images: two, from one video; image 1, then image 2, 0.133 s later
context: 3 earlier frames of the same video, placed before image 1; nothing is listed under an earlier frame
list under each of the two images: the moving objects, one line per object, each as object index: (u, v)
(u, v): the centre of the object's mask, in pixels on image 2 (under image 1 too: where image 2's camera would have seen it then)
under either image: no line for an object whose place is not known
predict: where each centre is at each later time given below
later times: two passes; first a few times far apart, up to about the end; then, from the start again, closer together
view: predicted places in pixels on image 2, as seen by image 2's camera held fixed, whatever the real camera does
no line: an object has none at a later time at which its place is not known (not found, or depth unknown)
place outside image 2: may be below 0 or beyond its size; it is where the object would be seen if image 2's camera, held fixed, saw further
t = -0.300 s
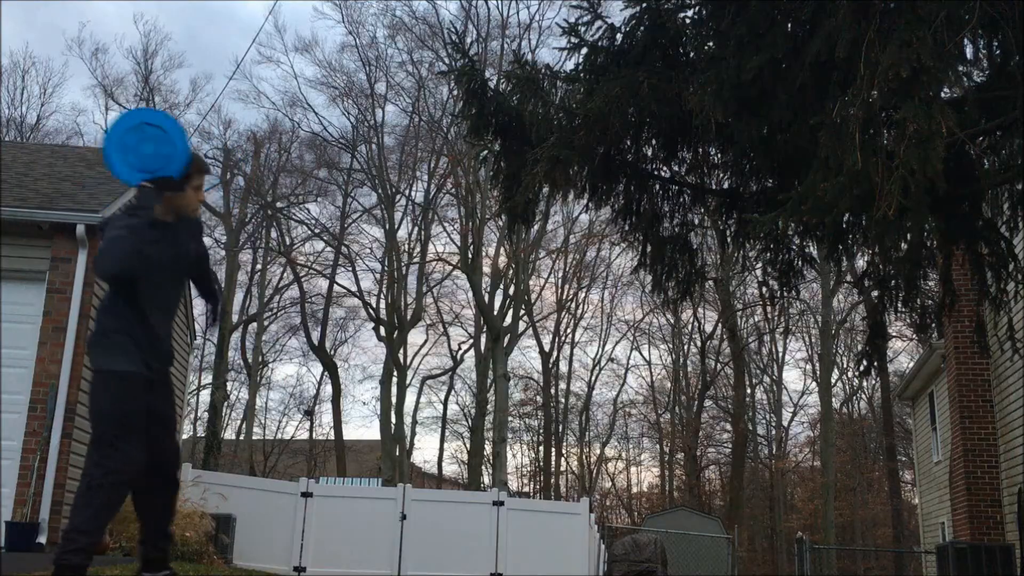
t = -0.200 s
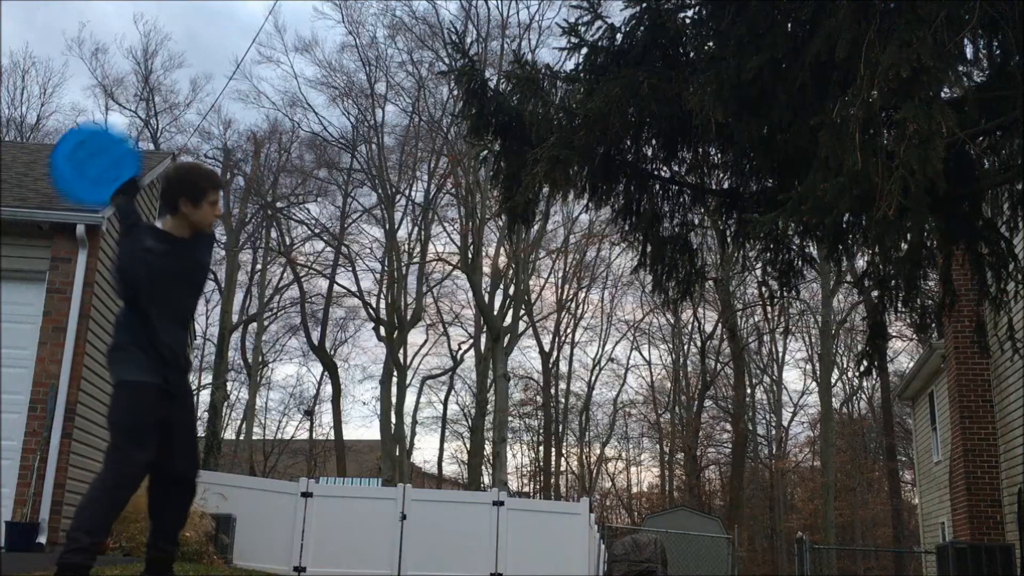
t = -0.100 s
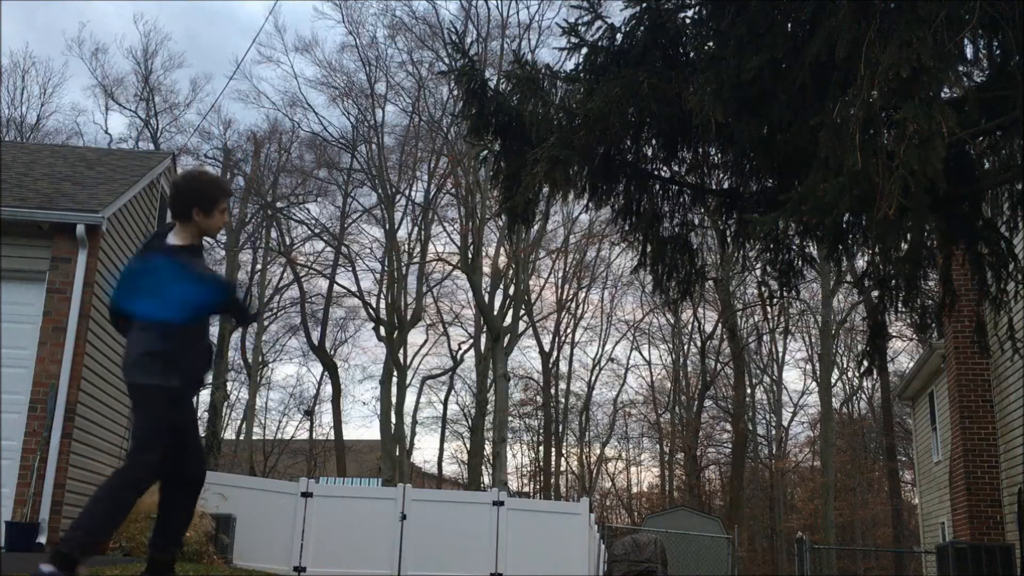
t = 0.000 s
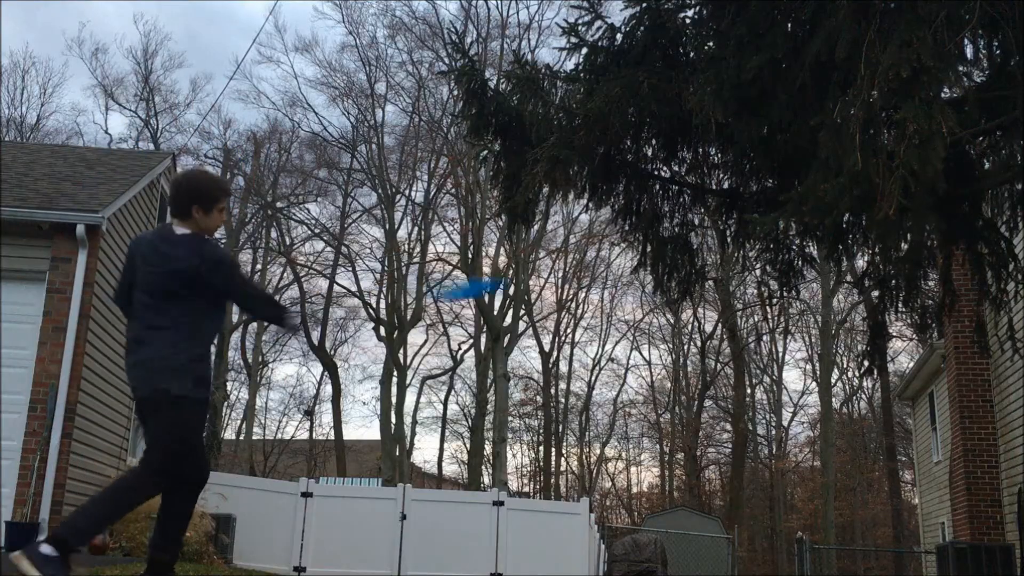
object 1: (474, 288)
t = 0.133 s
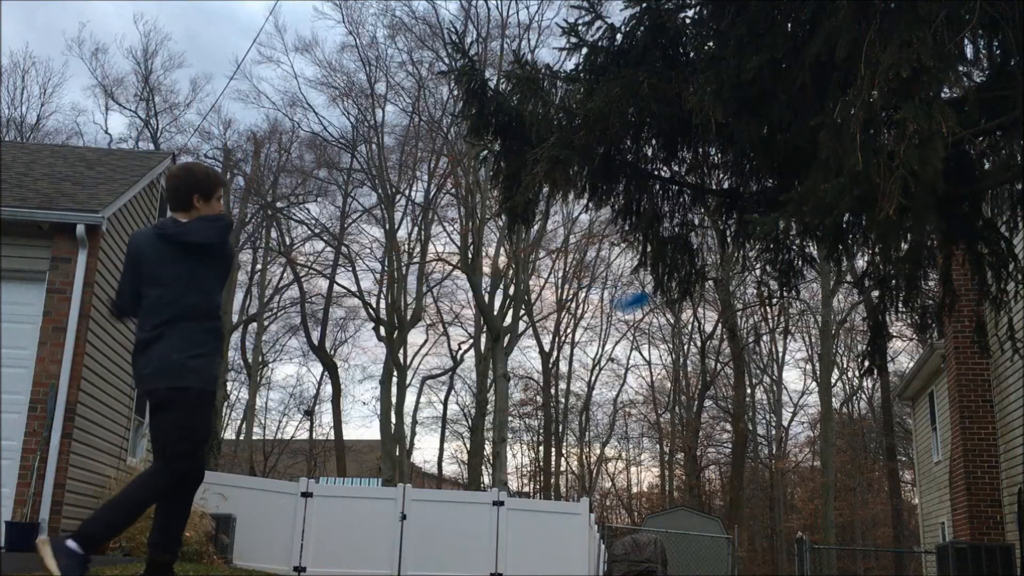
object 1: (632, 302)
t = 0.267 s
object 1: (706, 324)
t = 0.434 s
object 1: (752, 348)
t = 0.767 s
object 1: (788, 405)
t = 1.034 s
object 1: (787, 454)
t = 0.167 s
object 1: (655, 308)
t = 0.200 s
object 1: (675, 314)
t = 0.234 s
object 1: (693, 318)
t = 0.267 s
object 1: (706, 324)
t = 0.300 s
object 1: (720, 327)
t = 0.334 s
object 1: (730, 333)
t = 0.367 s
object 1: (737, 337)
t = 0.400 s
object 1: (746, 342)
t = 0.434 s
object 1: (752, 348)
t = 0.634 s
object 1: (779, 382)
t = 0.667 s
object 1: (782, 386)
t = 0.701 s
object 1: (784, 395)
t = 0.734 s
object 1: (786, 400)
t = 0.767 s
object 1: (788, 405)
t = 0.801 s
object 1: (789, 410)
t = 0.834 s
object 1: (788, 414)
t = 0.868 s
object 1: (789, 422)
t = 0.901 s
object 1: (788, 431)
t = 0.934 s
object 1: (789, 434)
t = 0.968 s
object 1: (789, 438)
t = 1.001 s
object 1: (788, 444)
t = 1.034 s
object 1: (787, 454)
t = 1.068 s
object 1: (786, 457)
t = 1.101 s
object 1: (785, 462)
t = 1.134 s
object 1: (782, 468)
